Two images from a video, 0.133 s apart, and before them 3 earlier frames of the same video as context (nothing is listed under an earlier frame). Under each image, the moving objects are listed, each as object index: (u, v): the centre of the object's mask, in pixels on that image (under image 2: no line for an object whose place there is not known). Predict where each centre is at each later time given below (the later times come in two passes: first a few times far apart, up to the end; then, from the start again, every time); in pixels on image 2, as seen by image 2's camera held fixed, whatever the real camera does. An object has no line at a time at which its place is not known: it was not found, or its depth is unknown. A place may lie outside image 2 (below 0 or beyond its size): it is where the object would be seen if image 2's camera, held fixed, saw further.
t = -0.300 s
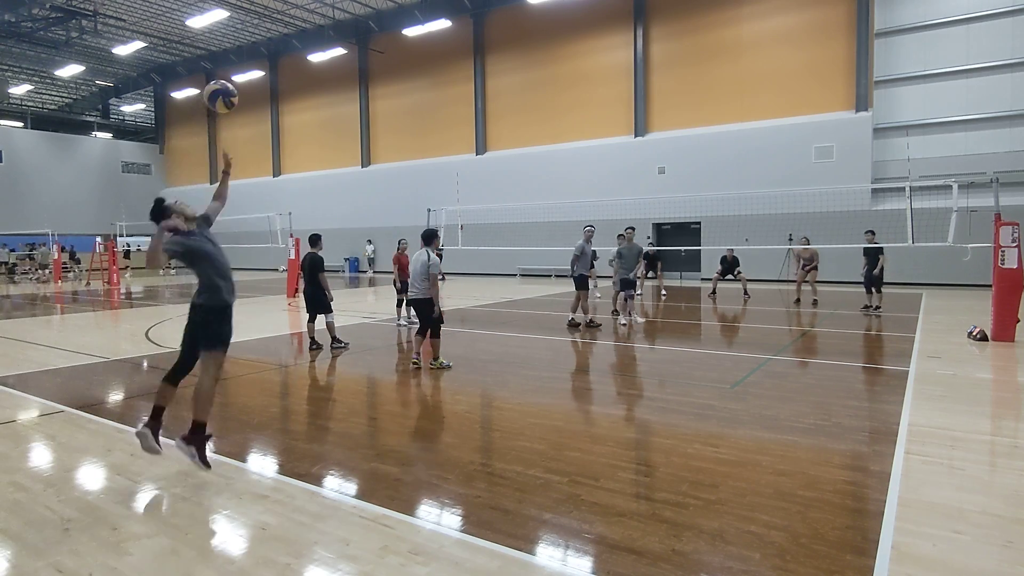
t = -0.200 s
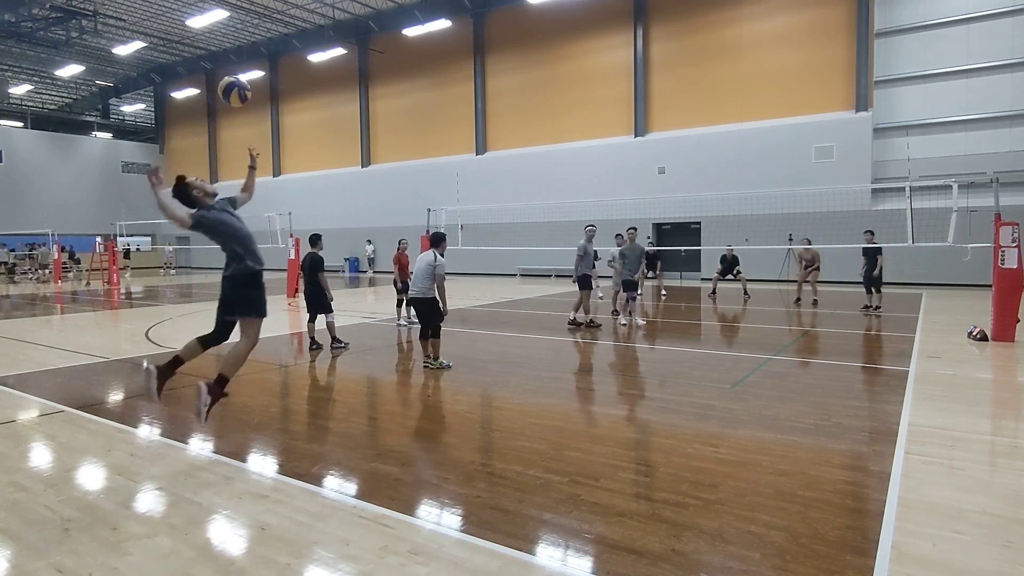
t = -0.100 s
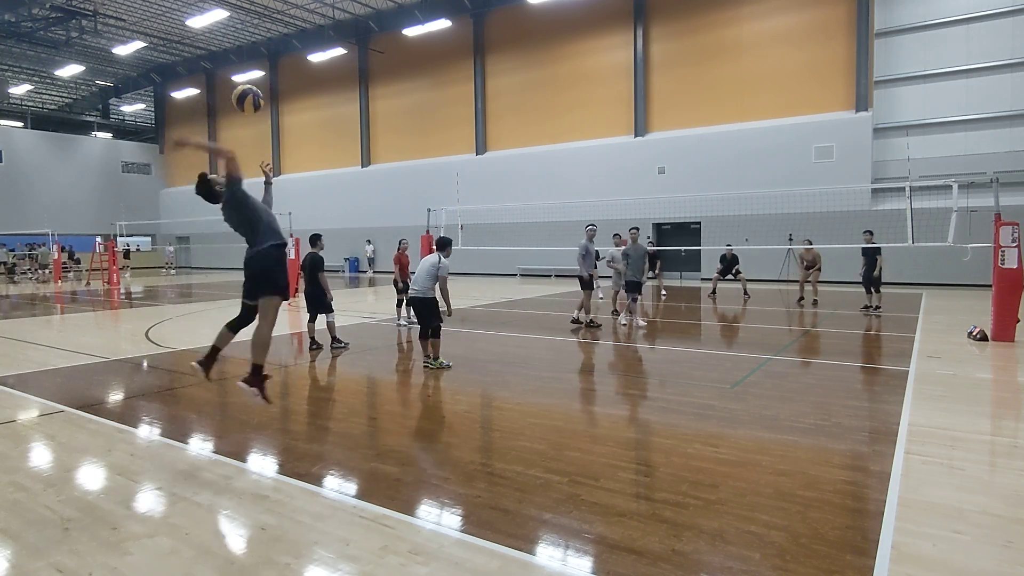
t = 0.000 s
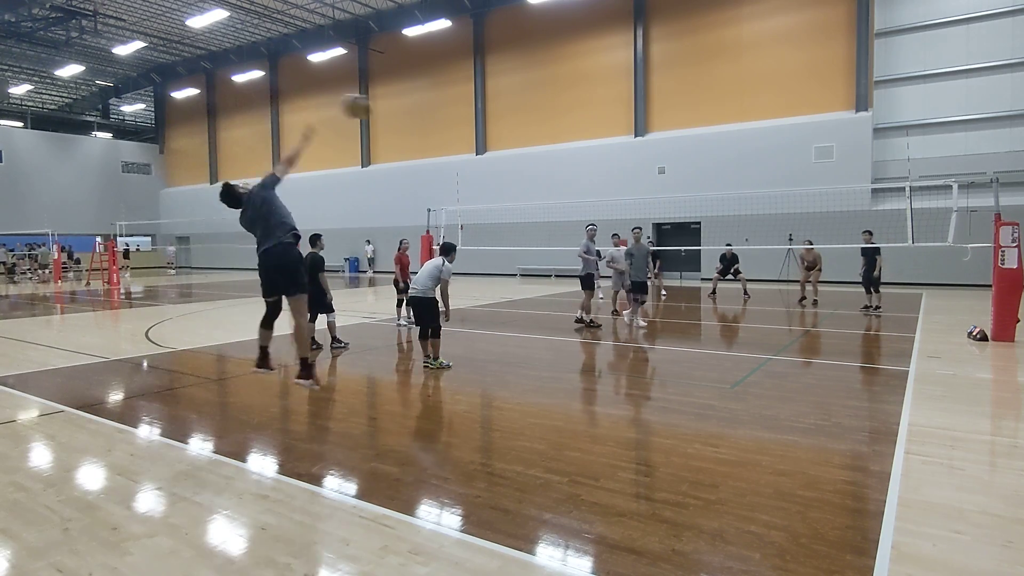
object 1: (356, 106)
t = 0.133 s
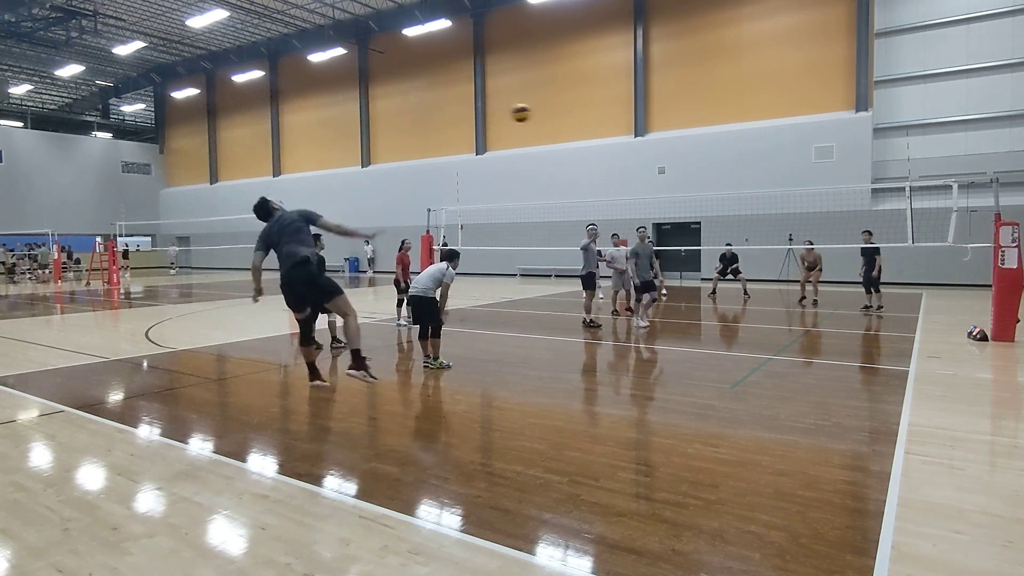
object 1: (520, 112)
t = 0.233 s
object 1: (596, 127)
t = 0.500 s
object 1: (719, 179)
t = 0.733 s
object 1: (784, 226)
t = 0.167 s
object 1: (549, 117)
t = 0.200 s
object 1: (574, 122)
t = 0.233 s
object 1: (596, 127)
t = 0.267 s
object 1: (616, 132)
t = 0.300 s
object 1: (634, 138)
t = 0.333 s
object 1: (651, 144)
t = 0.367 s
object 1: (667, 152)
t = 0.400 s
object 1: (682, 159)
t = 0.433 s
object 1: (695, 165)
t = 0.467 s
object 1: (707, 172)
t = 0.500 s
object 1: (719, 179)
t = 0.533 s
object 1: (730, 185)
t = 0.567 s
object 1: (741, 191)
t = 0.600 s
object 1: (751, 199)
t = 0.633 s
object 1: (759, 205)
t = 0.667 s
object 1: (768, 213)
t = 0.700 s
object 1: (777, 219)
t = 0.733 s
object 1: (784, 226)
